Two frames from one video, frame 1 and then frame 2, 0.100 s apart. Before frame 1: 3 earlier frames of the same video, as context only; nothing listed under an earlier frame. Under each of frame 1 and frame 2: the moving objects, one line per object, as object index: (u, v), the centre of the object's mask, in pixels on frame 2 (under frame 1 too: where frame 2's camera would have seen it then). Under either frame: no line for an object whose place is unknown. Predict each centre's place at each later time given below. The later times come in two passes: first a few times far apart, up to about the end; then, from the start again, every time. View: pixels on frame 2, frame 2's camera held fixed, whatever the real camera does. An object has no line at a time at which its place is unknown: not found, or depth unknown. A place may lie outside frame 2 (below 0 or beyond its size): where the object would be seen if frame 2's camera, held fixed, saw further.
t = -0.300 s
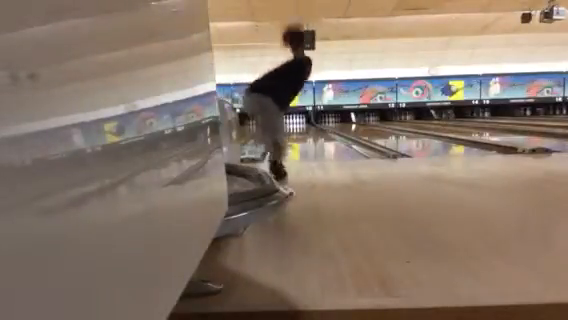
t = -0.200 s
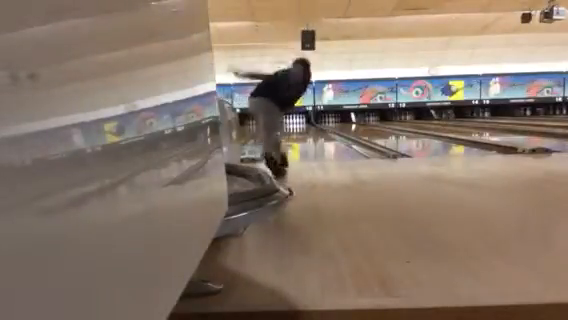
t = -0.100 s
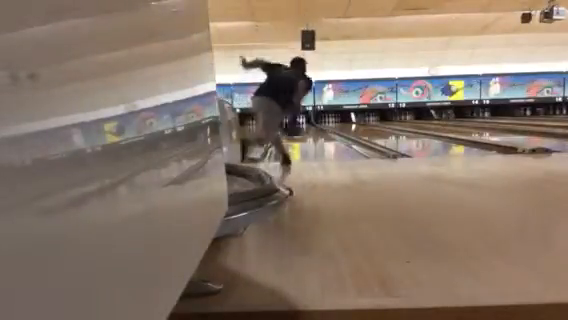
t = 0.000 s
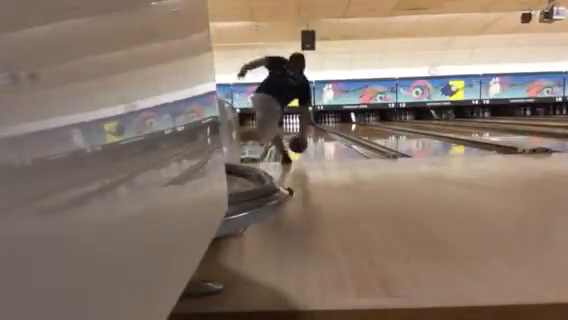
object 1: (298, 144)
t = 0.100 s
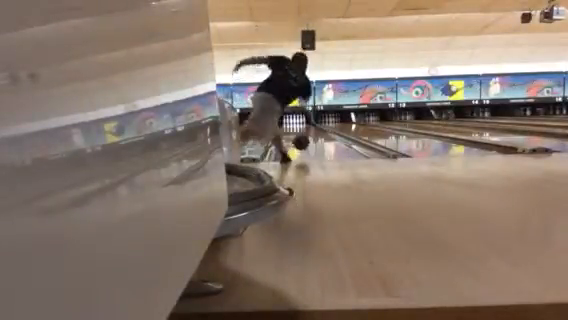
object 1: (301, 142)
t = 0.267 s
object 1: (304, 143)
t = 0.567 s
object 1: (307, 137)
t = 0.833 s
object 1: (309, 133)
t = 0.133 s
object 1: (301, 142)
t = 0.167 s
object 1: (302, 143)
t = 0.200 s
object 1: (303, 144)
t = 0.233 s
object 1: (303, 143)
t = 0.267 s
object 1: (304, 143)
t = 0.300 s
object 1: (304, 142)
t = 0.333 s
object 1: (305, 141)
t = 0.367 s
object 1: (305, 140)
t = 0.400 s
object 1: (306, 139)
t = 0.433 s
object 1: (306, 138)
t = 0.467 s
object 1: (306, 138)
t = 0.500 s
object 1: (306, 138)
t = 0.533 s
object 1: (307, 137)
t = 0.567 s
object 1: (307, 137)
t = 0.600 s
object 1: (307, 136)
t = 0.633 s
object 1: (307, 136)
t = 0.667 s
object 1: (308, 135)
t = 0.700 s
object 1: (307, 135)
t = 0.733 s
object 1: (308, 134)
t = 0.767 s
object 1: (309, 133)
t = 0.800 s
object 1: (308, 133)
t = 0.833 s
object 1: (309, 133)
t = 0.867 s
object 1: (309, 133)
